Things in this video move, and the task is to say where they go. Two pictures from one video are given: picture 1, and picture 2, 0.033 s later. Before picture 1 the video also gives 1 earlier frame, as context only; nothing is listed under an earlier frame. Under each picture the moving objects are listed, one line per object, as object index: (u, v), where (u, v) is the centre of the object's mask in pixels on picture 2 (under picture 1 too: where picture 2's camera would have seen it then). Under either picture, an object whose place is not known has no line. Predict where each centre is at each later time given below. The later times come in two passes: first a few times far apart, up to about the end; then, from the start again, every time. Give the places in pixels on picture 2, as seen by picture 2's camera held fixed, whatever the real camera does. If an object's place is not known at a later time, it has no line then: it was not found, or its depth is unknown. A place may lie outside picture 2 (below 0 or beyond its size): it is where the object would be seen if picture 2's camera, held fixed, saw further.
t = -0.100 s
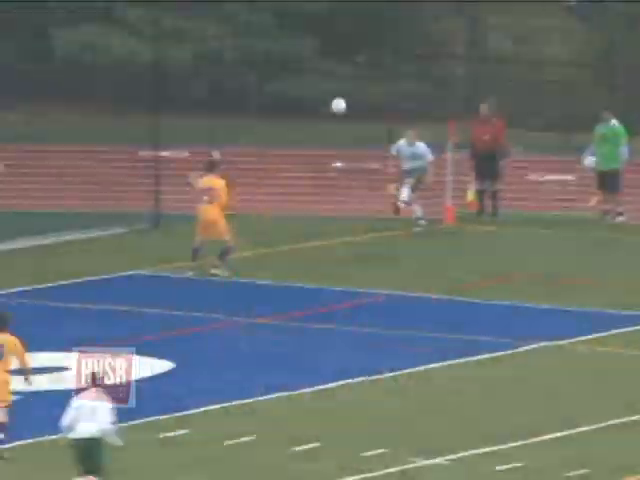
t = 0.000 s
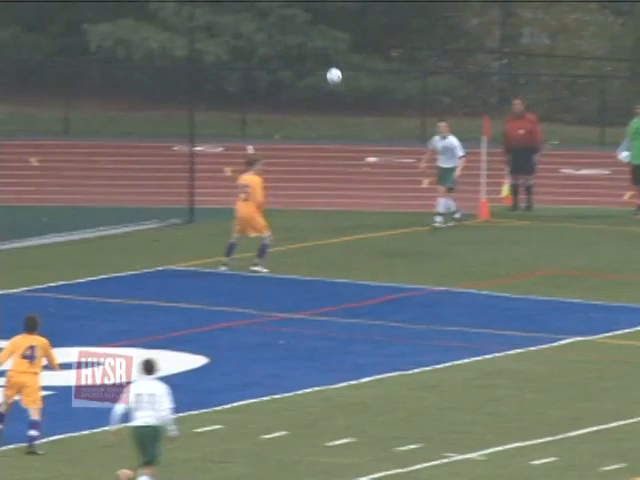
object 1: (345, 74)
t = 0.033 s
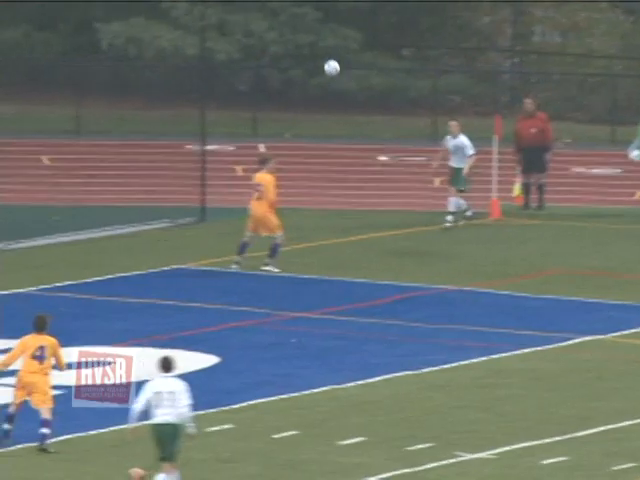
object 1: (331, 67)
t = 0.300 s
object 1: (204, 30)
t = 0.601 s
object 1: (27, 39)
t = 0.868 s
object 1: (-157, 100)
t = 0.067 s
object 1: (317, 61)
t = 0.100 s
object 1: (302, 55)
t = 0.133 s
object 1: (287, 49)
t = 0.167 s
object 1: (272, 44)
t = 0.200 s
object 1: (256, 40)
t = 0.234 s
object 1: (239, 36)
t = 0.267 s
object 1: (221, 33)
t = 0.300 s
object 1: (204, 30)
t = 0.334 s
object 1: (186, 28)
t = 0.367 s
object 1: (168, 28)
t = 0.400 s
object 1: (149, 27)
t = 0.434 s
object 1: (130, 27)
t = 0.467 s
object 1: (110, 29)
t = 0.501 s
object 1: (90, 30)
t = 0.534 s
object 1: (69, 32)
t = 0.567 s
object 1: (49, 35)
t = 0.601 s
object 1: (27, 39)
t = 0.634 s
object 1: (6, 44)
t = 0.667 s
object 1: (-16, 49)
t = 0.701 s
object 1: (-38, 56)
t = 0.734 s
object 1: (-60, 63)
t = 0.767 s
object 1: (-83, 72)
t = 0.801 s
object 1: (-106, 80)
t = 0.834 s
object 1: (-132, 89)
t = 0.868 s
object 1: (-157, 100)
